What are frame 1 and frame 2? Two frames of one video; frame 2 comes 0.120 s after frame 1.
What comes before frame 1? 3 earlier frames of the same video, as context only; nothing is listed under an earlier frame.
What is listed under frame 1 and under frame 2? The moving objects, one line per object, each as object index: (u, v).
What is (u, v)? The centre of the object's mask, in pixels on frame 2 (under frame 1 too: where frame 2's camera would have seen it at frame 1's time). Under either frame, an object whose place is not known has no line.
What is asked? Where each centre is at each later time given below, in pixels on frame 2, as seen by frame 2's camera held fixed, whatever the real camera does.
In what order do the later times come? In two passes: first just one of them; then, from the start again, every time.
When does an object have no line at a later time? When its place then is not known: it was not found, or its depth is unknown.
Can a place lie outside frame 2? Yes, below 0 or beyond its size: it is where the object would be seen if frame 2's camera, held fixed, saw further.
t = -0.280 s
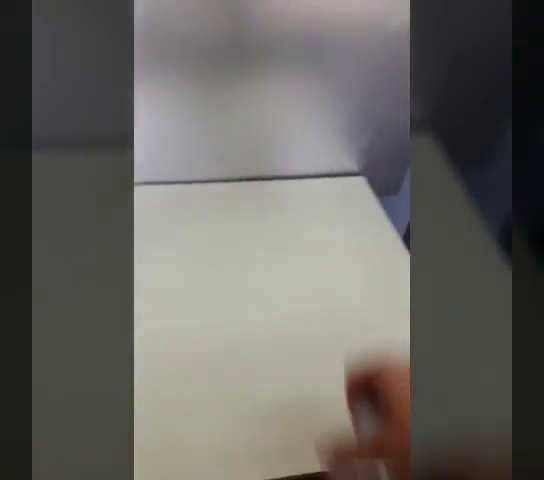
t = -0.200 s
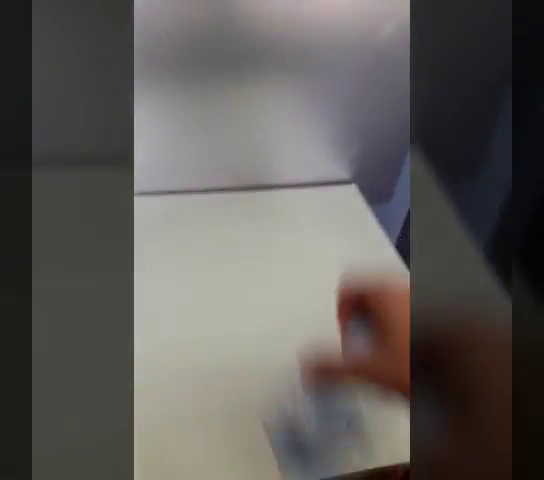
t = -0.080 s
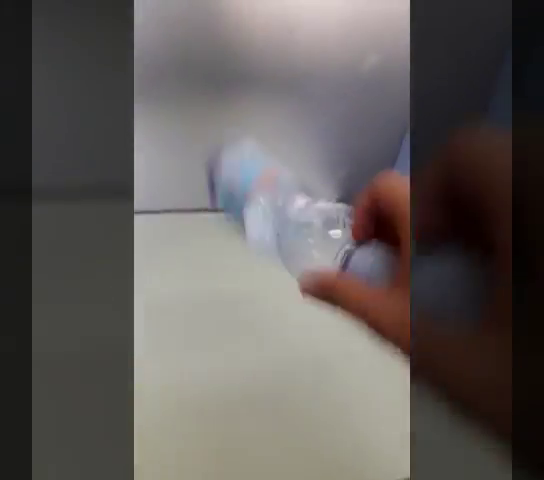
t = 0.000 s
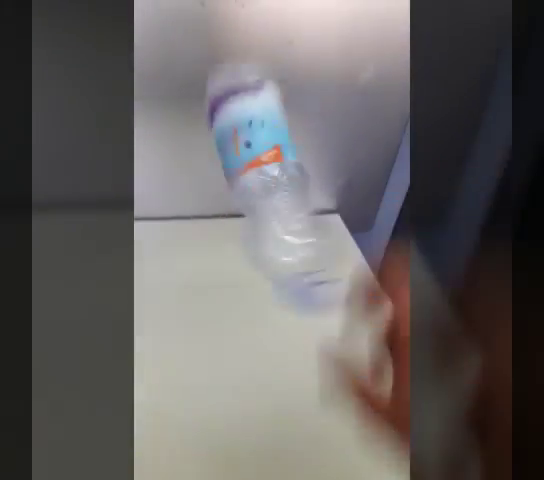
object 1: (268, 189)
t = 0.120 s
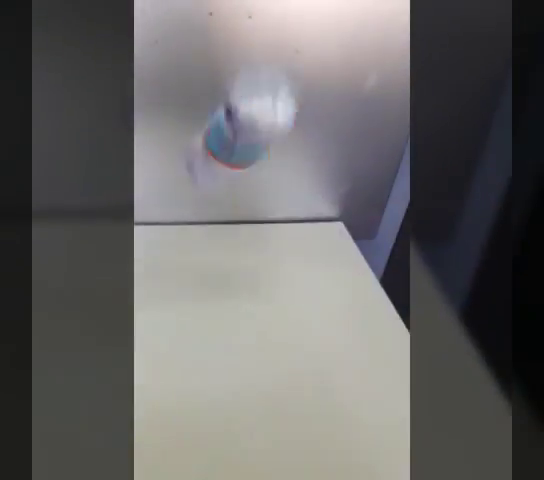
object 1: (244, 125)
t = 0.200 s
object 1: (237, 159)
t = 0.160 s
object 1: (242, 135)
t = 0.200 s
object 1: (237, 159)
